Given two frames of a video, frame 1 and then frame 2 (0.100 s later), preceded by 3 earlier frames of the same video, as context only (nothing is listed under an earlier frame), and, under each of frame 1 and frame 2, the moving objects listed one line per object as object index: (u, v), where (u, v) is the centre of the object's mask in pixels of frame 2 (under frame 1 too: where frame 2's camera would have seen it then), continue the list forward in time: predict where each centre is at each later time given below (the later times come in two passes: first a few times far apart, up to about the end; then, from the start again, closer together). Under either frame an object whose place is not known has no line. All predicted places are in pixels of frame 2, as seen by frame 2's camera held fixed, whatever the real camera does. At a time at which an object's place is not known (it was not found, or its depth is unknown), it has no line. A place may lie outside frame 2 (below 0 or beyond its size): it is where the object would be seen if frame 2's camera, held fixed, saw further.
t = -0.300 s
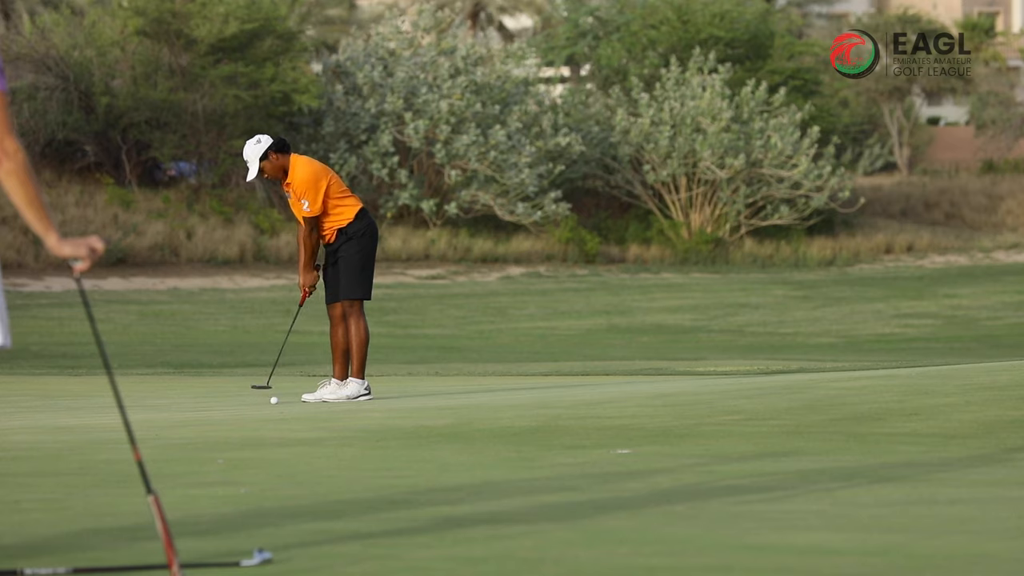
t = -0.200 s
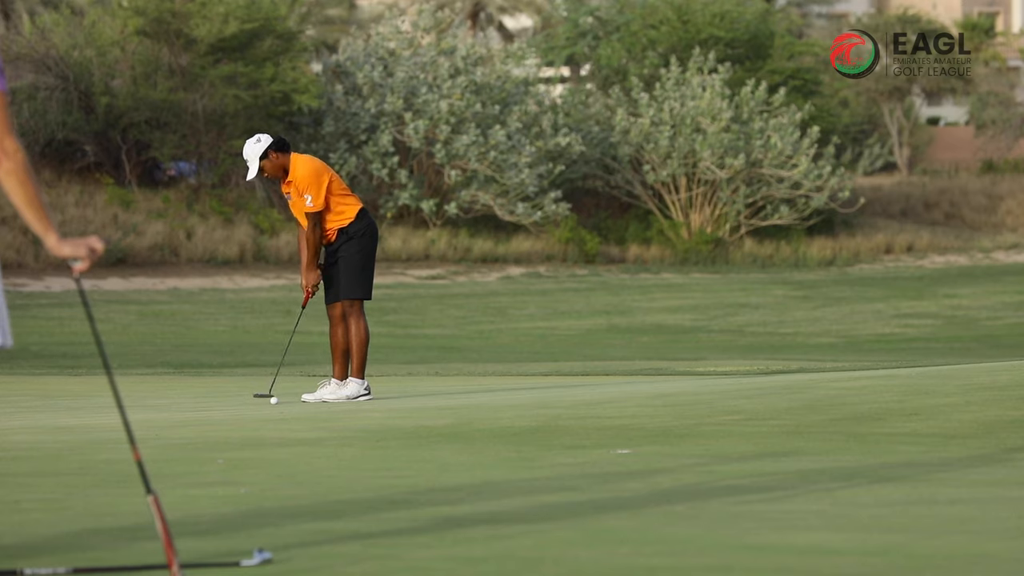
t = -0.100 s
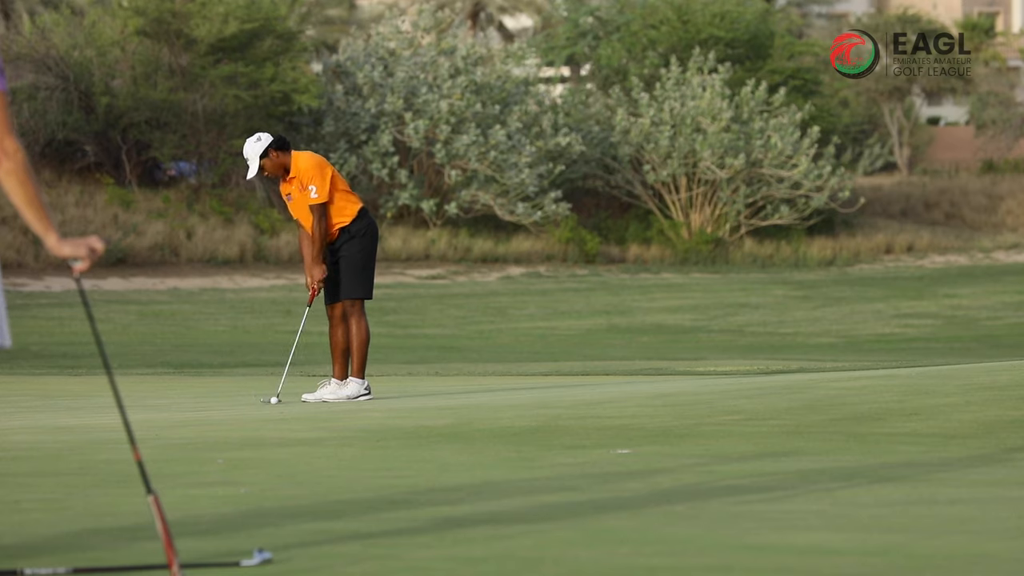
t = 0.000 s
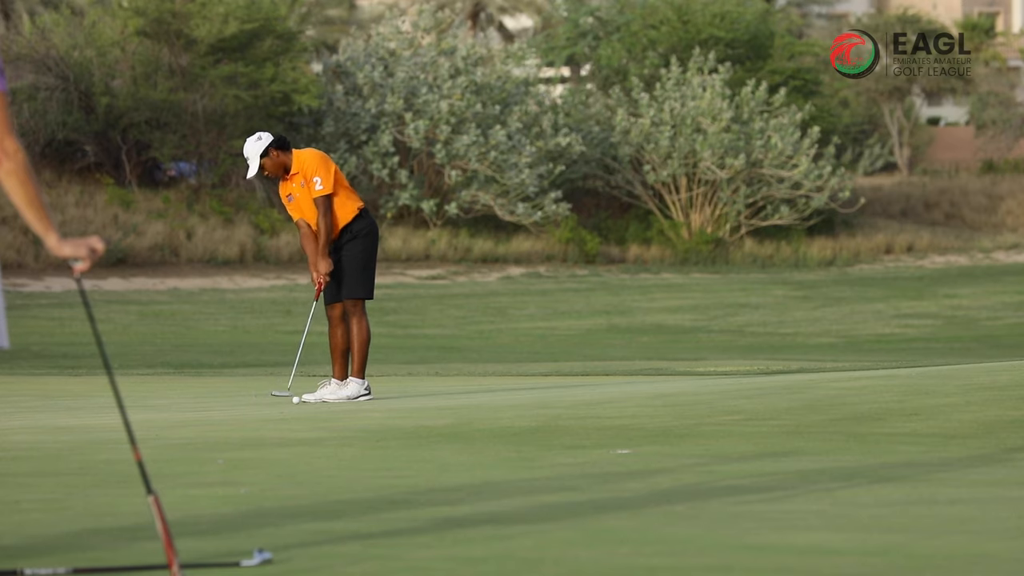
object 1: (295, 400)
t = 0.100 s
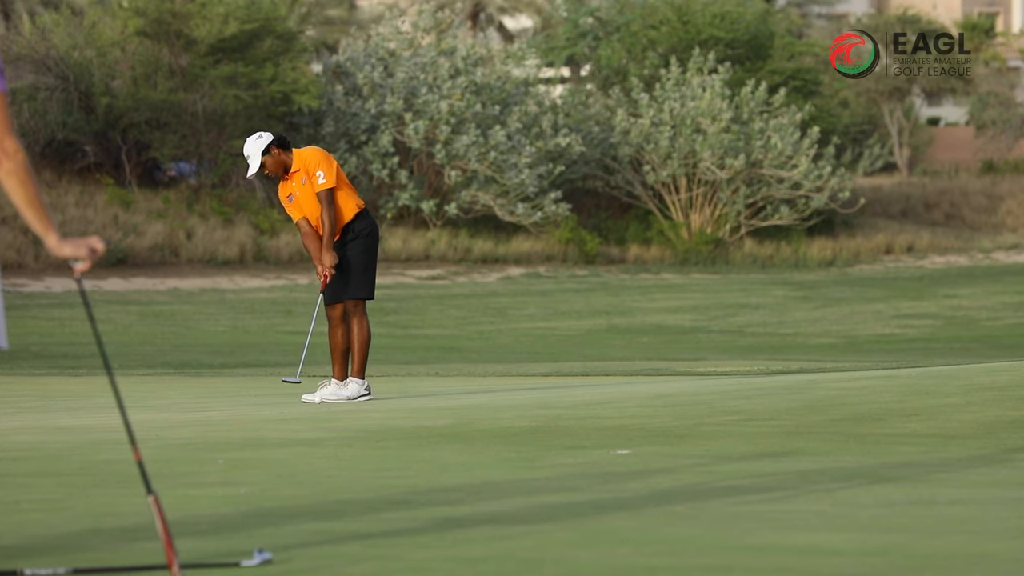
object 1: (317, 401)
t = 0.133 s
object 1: (326, 401)
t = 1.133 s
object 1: (480, 398)
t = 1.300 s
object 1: (499, 399)
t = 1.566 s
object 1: (528, 402)
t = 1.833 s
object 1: (550, 405)
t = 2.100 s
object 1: (569, 409)
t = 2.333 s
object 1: (583, 414)
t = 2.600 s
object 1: (596, 418)
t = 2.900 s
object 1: (606, 424)
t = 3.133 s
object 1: (612, 428)
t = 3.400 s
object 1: (617, 432)
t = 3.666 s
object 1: (621, 436)
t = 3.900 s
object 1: (622, 440)
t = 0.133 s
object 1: (326, 401)
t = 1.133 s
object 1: (480, 398)
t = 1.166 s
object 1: (485, 398)
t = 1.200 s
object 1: (487, 398)
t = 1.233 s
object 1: (492, 398)
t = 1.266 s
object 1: (497, 399)
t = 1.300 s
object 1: (499, 399)
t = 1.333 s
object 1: (504, 399)
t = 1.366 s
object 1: (508, 400)
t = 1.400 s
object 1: (510, 400)
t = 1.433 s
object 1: (514, 400)
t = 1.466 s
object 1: (518, 400)
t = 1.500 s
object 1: (520, 401)
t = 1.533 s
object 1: (524, 401)
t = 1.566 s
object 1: (528, 402)
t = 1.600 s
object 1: (530, 402)
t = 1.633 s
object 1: (533, 402)
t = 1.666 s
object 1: (537, 403)
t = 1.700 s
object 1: (539, 403)
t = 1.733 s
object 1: (542, 404)
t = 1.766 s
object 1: (546, 405)
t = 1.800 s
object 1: (547, 405)
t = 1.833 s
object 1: (550, 405)
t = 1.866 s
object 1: (554, 406)
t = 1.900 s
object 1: (555, 406)
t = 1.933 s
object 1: (558, 407)
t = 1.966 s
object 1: (561, 407)
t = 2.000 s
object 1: (562, 407)
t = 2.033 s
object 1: (565, 408)
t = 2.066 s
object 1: (568, 409)
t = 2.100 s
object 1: (569, 409)
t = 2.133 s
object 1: (571, 410)
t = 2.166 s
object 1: (573, 411)
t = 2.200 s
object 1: (575, 411)
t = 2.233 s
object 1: (577, 412)
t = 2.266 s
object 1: (580, 413)
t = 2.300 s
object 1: (581, 413)
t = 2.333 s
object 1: (583, 414)
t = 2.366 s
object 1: (585, 414)
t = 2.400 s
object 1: (586, 414)
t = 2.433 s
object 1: (588, 416)
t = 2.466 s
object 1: (590, 415)
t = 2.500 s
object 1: (591, 416)
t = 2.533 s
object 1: (593, 417)
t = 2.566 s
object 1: (595, 418)
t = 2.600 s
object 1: (596, 418)
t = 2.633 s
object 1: (598, 419)
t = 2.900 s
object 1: (606, 424)
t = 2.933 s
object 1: (608, 425)
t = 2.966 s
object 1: (608, 425)
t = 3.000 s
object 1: (609, 425)
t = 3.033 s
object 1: (610, 426)
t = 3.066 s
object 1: (610, 427)
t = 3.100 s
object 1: (611, 427)
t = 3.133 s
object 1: (612, 428)
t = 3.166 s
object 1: (613, 429)
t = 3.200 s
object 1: (613, 429)
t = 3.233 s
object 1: (614, 430)
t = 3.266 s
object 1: (615, 431)
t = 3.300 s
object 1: (616, 431)
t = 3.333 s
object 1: (616, 431)
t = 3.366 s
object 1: (617, 432)
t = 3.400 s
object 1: (617, 432)
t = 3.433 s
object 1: (618, 433)
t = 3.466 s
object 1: (618, 433)
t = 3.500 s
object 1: (619, 434)
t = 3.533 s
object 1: (619, 435)
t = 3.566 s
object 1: (620, 435)
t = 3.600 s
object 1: (620, 435)
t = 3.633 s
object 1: (620, 436)
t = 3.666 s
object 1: (621, 436)
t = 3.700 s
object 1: (621, 437)
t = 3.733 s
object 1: (621, 437)
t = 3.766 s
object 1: (621, 438)
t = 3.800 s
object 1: (621, 438)
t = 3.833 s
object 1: (622, 439)
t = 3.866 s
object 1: (622, 439)
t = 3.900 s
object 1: (622, 440)
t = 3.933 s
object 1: (622, 440)
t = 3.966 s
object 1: (623, 441)
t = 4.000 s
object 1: (623, 441)
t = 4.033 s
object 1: (623, 441)
